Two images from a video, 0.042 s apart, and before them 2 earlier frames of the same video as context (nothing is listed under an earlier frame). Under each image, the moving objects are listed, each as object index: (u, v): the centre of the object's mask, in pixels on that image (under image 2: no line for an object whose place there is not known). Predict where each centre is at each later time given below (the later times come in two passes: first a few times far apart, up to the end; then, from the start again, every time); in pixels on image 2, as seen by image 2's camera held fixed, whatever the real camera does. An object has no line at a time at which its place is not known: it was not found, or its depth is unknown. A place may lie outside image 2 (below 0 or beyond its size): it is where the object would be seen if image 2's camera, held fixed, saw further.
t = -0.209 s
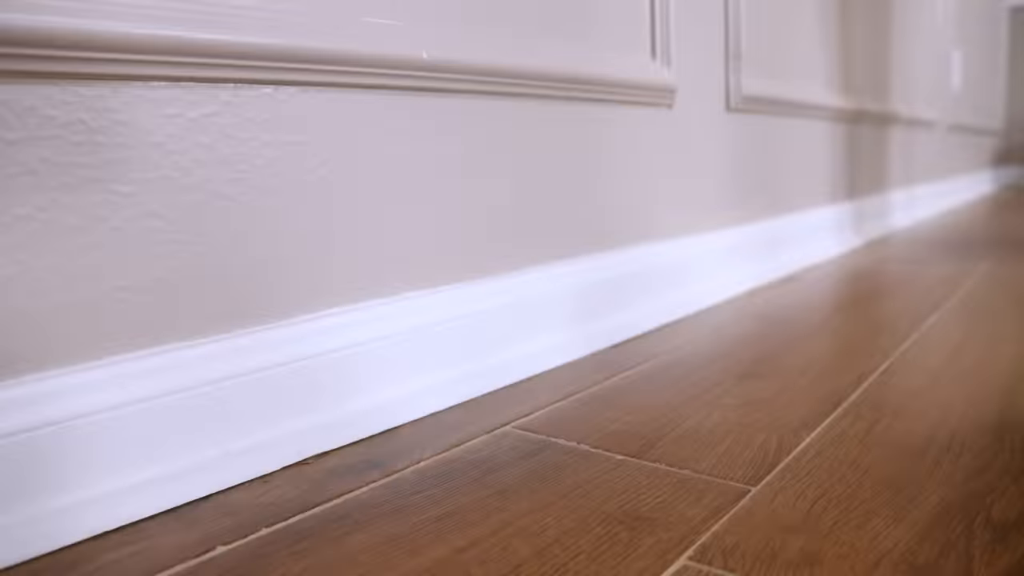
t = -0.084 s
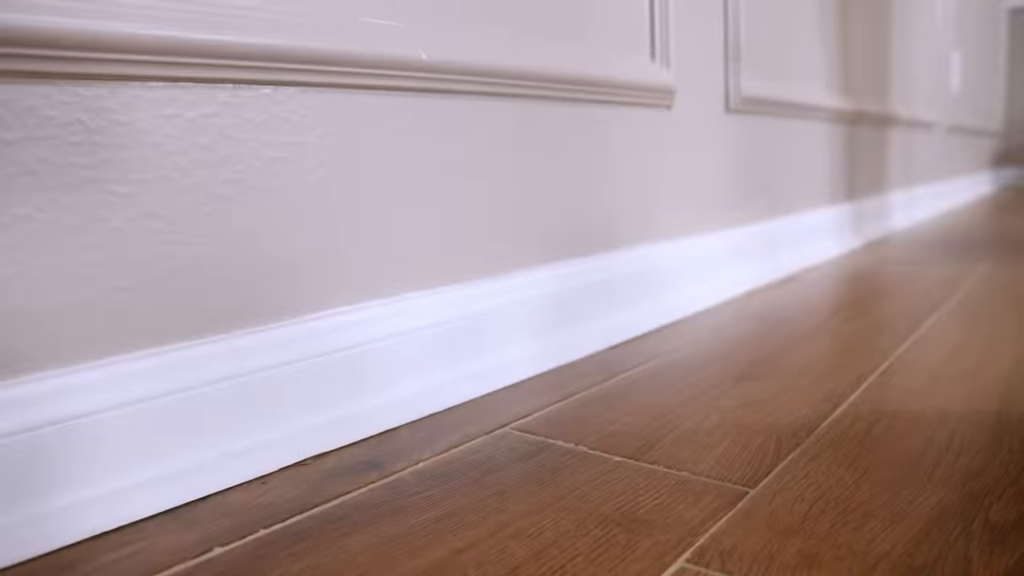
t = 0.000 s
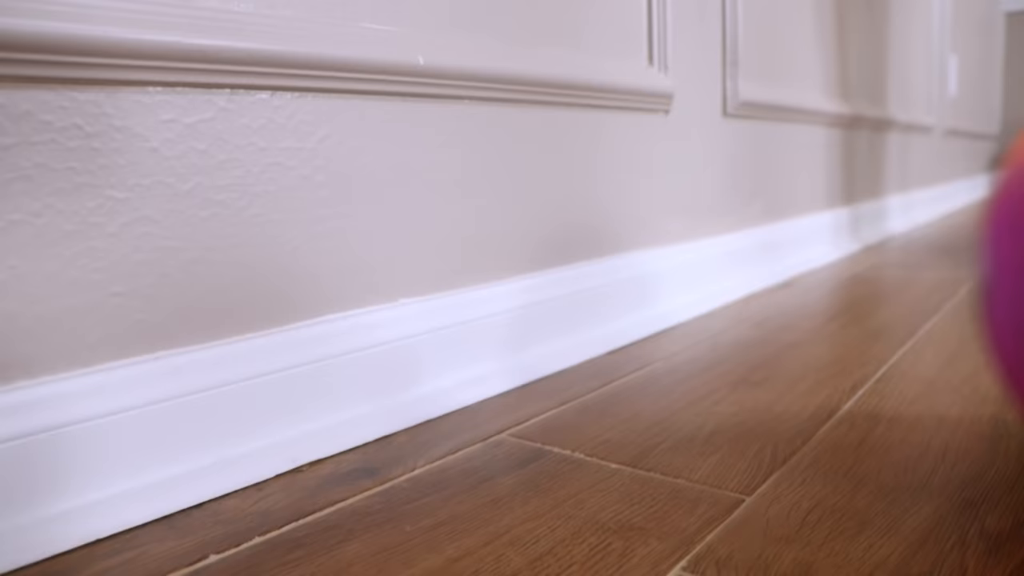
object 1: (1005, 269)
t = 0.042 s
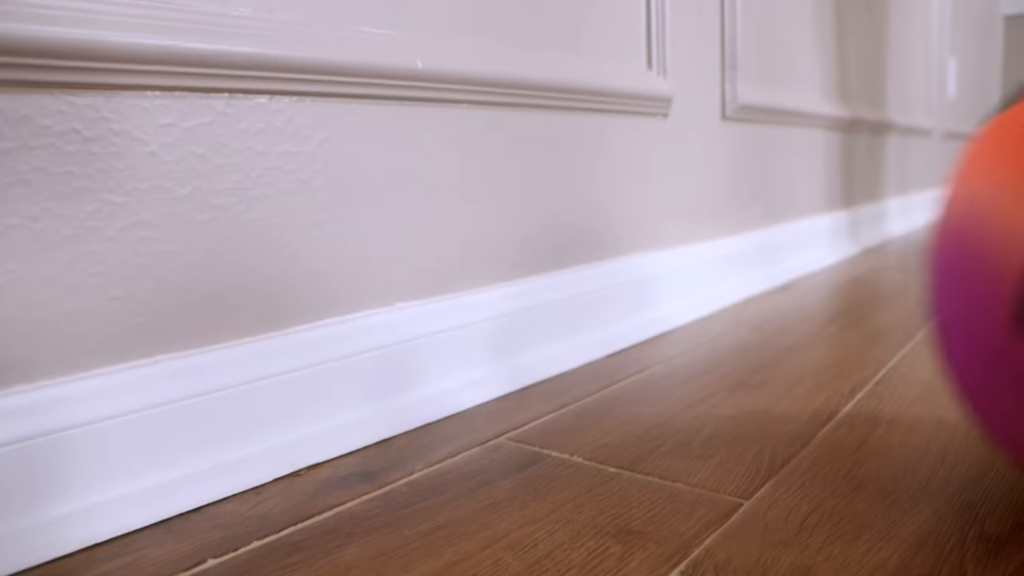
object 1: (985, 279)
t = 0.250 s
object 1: (894, 265)
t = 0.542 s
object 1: (679, 254)
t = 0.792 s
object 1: (576, 257)
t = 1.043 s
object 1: (627, 266)
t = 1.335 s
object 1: (693, 274)
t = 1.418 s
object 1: (713, 277)
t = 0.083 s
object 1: (967, 275)
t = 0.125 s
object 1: (950, 274)
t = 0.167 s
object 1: (932, 271)
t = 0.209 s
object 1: (912, 269)
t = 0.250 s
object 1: (894, 265)
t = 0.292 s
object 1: (874, 262)
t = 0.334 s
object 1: (852, 260)
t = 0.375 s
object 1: (829, 258)
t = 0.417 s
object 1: (799, 255)
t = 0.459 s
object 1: (758, 255)
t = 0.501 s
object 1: (717, 255)
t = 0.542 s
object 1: (679, 254)
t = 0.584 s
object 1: (641, 254)
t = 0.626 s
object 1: (603, 253)
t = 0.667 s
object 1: (567, 253)
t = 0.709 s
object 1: (541, 249)
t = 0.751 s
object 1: (560, 252)
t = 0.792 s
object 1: (576, 257)
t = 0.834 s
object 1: (584, 255)
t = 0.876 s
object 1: (593, 262)
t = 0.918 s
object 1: (601, 259)
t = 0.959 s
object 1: (609, 265)
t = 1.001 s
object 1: (618, 264)
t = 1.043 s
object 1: (627, 266)
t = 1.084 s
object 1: (636, 270)
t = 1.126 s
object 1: (645, 267)
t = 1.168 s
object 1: (655, 274)
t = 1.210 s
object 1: (664, 270)
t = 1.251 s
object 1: (674, 275)
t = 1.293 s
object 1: (683, 275)
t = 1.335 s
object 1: (693, 274)
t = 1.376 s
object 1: (702, 279)
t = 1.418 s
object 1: (713, 277)
